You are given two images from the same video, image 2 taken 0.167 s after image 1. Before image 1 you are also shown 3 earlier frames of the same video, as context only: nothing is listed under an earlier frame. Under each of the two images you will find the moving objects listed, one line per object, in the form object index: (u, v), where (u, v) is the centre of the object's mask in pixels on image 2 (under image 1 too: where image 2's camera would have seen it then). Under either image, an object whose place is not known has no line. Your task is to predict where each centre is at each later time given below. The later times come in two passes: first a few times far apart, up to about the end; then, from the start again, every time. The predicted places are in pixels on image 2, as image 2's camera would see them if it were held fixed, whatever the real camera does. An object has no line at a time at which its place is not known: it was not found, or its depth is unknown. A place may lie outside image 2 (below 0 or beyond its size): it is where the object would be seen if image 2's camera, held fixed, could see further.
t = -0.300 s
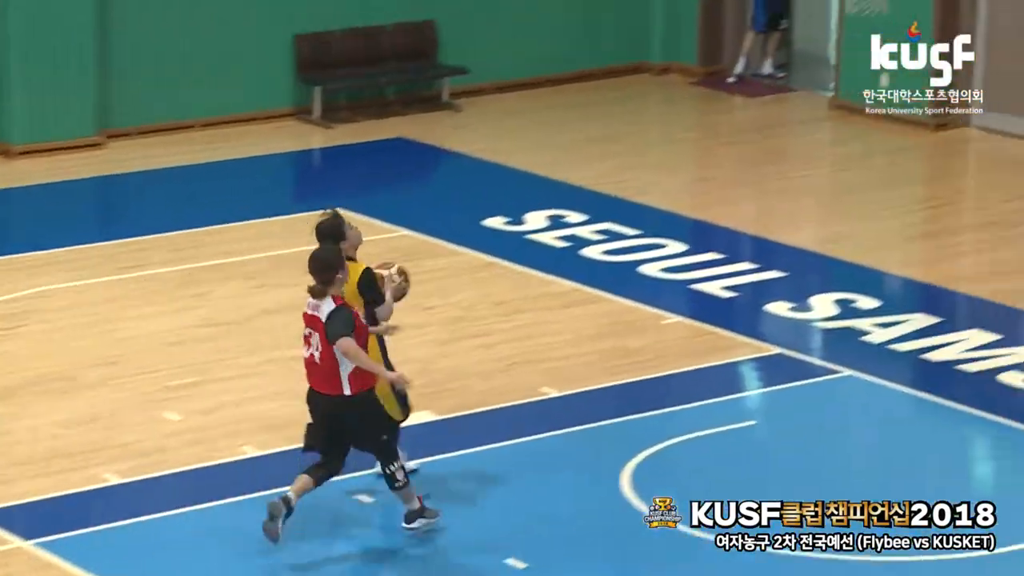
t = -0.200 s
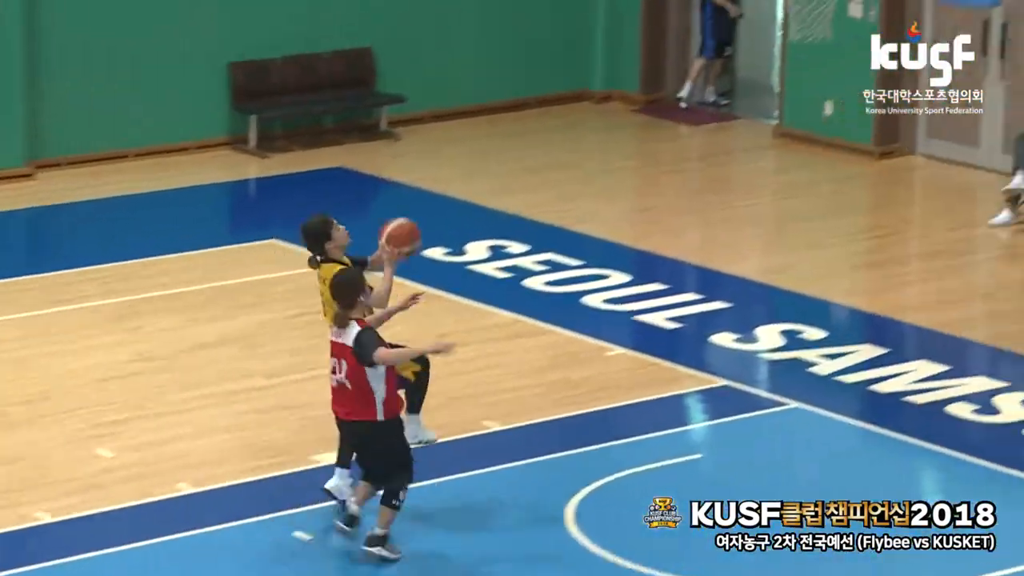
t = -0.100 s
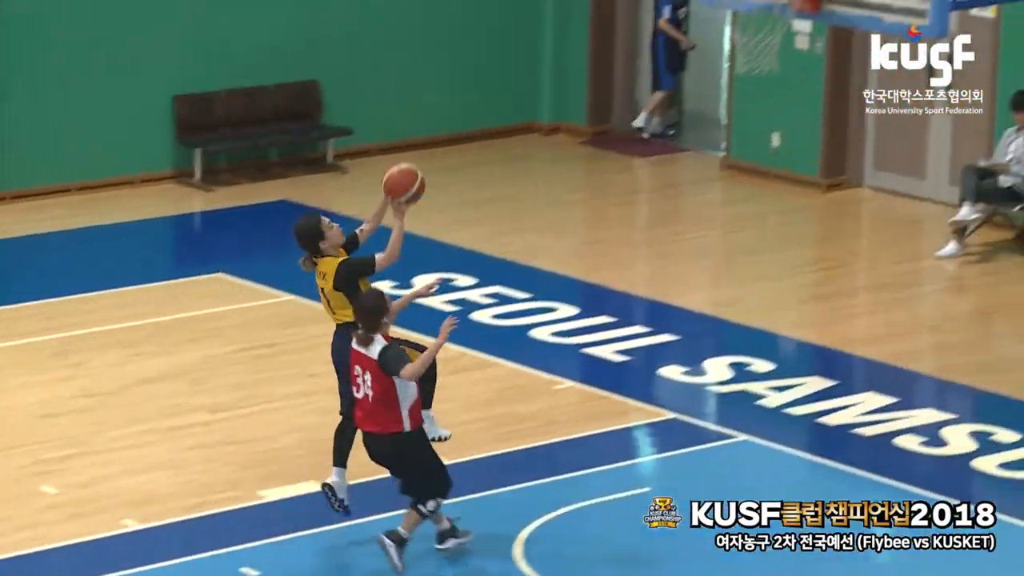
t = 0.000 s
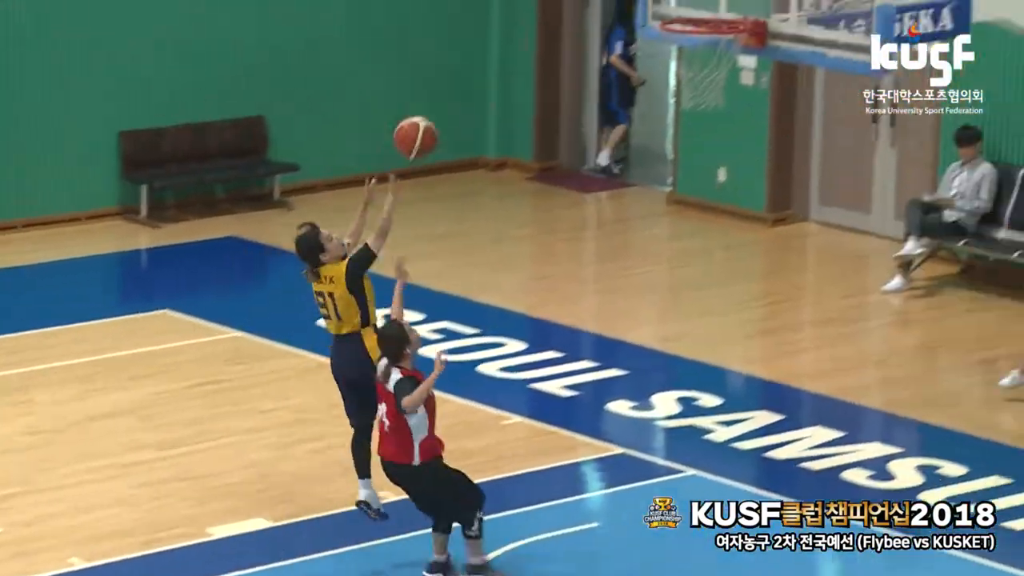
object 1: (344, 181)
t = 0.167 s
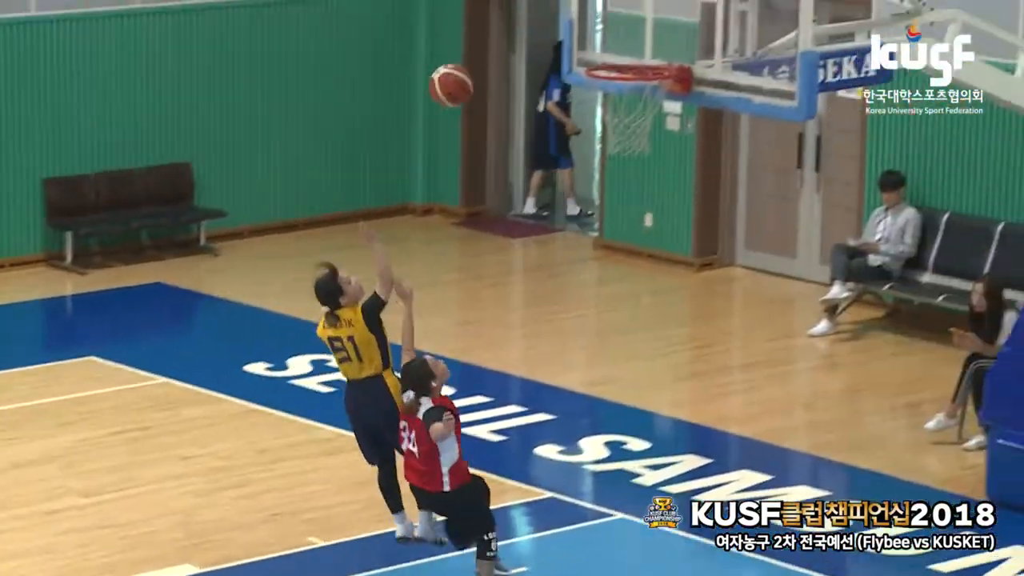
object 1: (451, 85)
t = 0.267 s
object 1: (513, 50)
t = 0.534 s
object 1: (642, 45)
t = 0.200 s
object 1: (471, 72)
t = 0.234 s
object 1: (491, 60)
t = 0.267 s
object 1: (513, 50)
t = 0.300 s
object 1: (534, 42)
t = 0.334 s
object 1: (554, 36)
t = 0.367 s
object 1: (575, 32)
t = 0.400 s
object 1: (596, 31)
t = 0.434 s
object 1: (617, 31)
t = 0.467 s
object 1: (639, 33)
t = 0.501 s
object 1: (649, 38)
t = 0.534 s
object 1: (642, 45)
